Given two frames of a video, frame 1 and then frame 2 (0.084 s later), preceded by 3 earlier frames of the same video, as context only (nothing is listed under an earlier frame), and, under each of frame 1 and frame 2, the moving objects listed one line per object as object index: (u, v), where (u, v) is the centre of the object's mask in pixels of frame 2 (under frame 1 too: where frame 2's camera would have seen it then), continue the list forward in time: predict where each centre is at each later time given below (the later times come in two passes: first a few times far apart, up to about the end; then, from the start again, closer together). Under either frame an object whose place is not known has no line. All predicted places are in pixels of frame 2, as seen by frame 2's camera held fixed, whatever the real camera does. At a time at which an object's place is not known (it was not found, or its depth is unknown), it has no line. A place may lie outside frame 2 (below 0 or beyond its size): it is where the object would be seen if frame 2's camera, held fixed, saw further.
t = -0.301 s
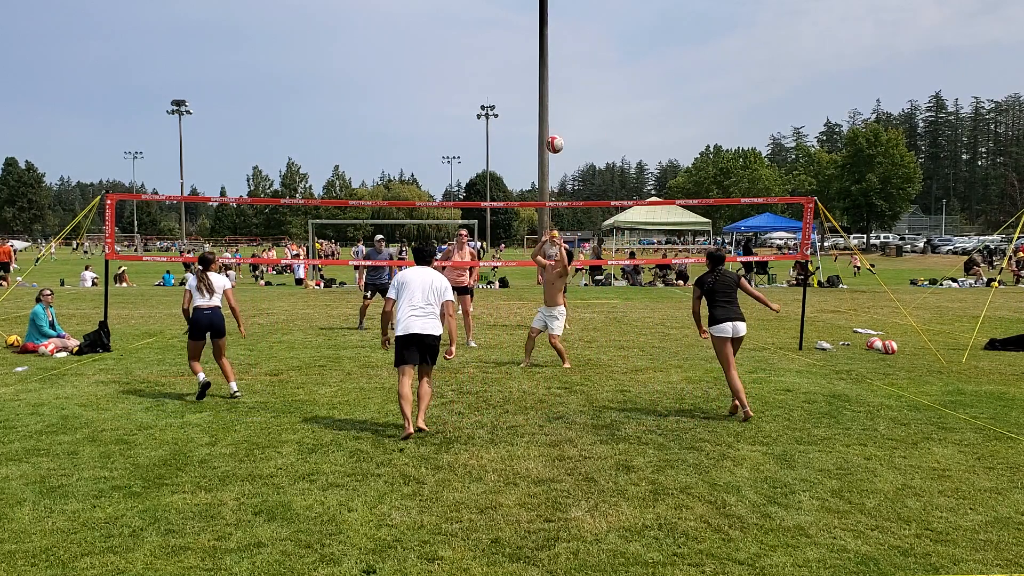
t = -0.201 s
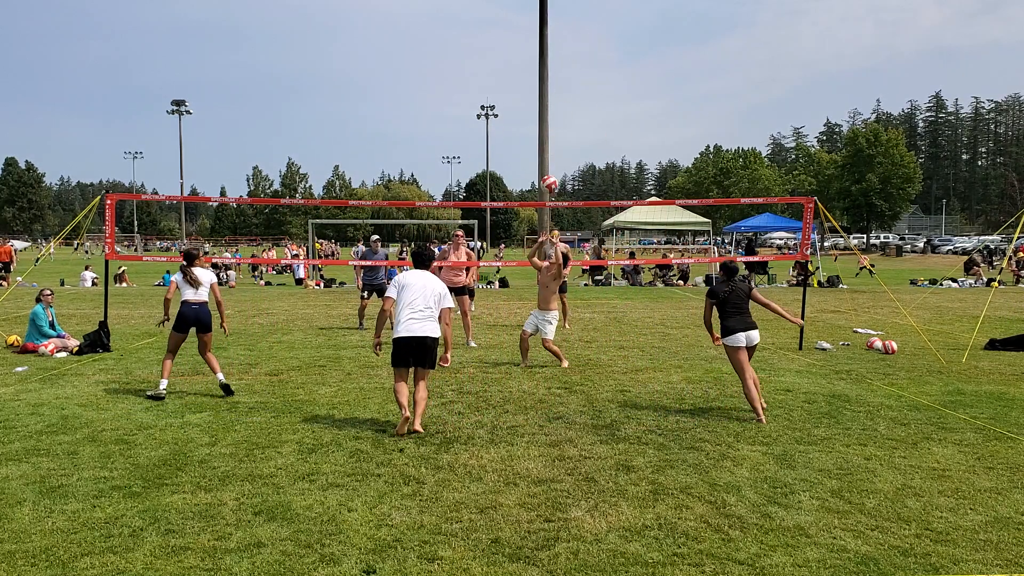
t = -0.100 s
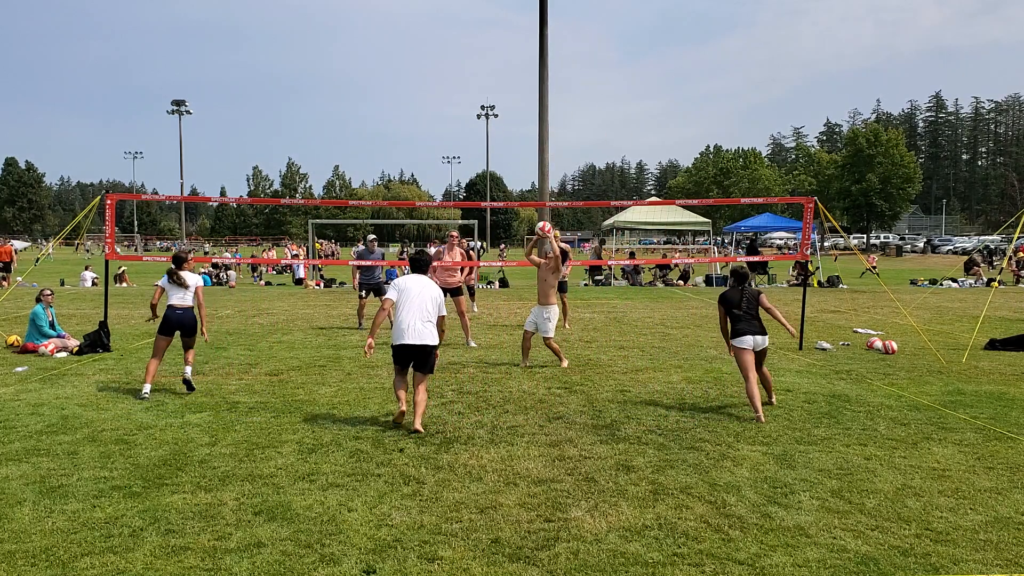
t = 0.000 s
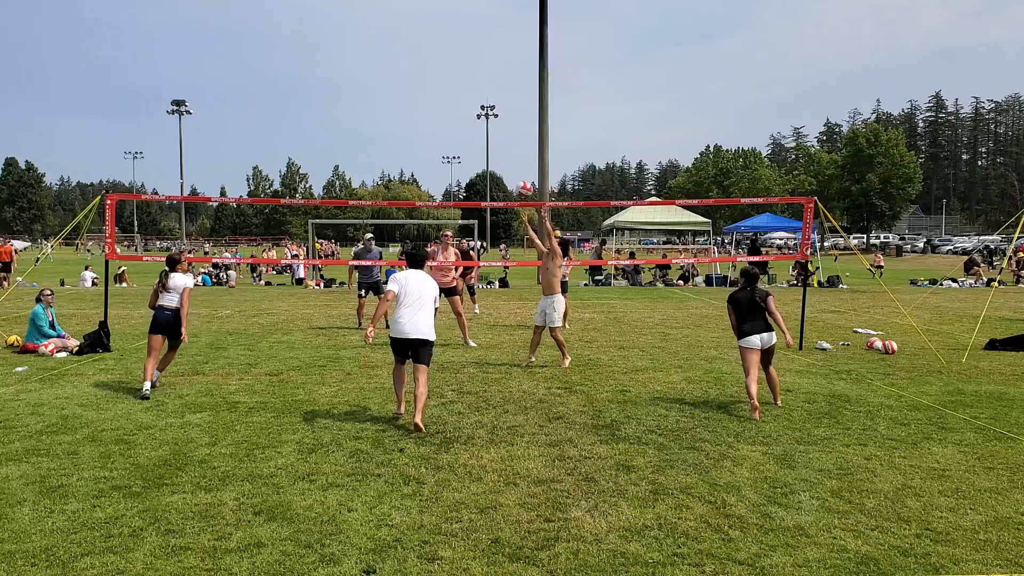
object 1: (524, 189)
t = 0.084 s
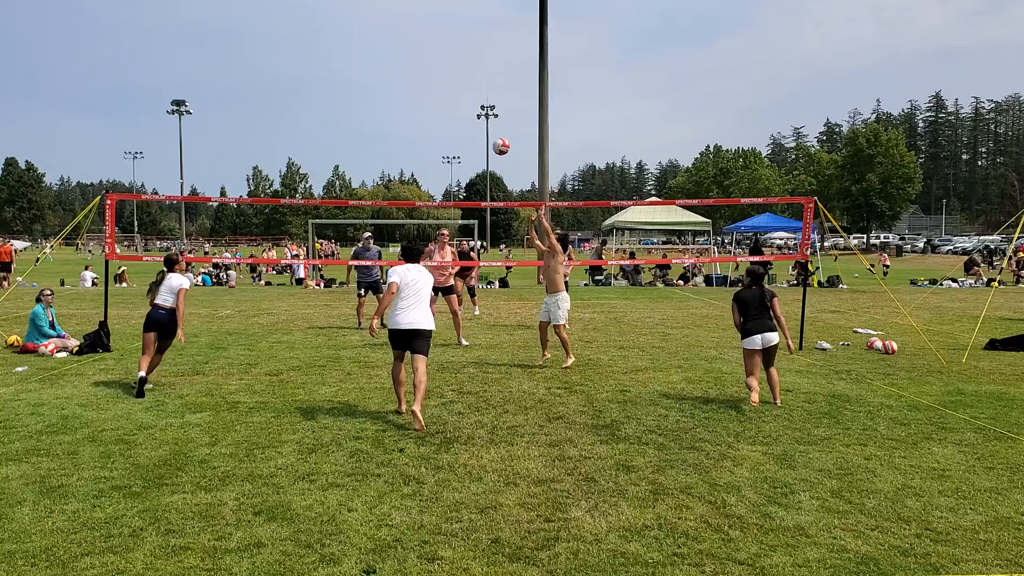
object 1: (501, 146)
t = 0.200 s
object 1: (469, 96)
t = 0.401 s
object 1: (416, 35)
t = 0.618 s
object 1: (360, 8)
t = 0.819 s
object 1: (312, 18)
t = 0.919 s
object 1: (288, 35)
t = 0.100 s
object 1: (496, 139)
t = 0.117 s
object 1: (492, 131)
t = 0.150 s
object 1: (483, 116)
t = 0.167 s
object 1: (478, 109)
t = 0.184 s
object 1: (473, 102)
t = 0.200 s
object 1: (469, 96)
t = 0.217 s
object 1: (464, 90)
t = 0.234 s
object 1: (460, 83)
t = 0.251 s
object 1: (456, 78)
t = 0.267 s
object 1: (451, 72)
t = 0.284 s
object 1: (447, 66)
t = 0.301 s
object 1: (442, 61)
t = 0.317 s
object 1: (438, 57)
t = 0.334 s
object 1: (433, 52)
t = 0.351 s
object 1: (429, 47)
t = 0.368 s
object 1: (424, 43)
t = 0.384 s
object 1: (420, 39)
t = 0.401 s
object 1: (416, 35)
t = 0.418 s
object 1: (411, 32)
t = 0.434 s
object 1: (407, 28)
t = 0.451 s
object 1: (403, 25)
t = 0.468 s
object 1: (398, 23)
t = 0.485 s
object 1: (394, 20)
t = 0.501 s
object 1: (390, 18)
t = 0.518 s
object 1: (385, 15)
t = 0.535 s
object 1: (381, 14)
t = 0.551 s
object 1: (377, 12)
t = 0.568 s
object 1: (373, 11)
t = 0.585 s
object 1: (369, 9)
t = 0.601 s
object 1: (364, 9)
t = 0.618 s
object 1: (360, 8)
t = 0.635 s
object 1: (356, 8)
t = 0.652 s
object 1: (352, 8)
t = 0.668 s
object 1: (348, 8)
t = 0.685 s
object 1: (344, 8)
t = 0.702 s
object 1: (340, 8)
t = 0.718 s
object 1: (336, 9)
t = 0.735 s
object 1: (332, 10)
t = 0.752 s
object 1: (327, 11)
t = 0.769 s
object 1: (323, 12)
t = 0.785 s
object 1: (319, 14)
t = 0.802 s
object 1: (316, 16)
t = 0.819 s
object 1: (312, 18)
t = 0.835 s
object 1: (308, 20)
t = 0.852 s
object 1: (304, 23)
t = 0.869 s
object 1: (300, 25)
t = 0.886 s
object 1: (296, 28)
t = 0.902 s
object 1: (292, 32)
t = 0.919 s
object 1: (288, 35)
